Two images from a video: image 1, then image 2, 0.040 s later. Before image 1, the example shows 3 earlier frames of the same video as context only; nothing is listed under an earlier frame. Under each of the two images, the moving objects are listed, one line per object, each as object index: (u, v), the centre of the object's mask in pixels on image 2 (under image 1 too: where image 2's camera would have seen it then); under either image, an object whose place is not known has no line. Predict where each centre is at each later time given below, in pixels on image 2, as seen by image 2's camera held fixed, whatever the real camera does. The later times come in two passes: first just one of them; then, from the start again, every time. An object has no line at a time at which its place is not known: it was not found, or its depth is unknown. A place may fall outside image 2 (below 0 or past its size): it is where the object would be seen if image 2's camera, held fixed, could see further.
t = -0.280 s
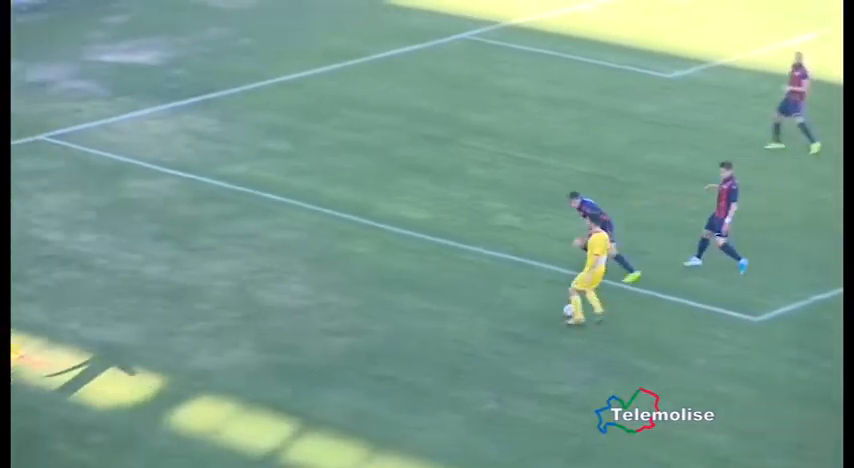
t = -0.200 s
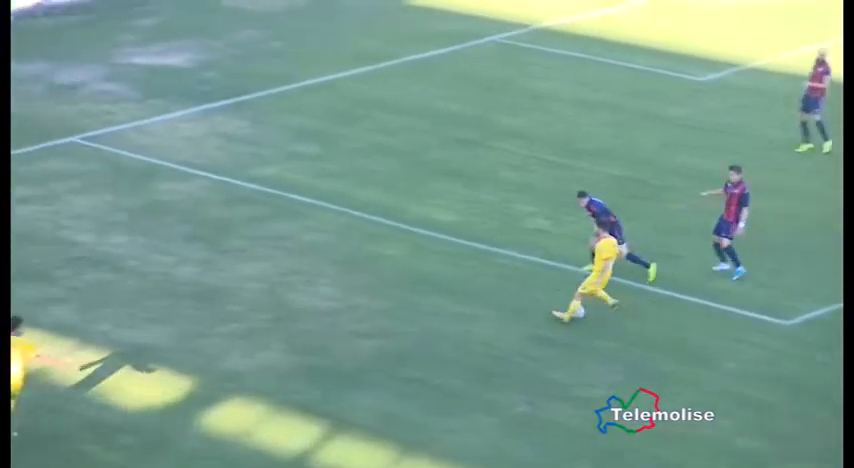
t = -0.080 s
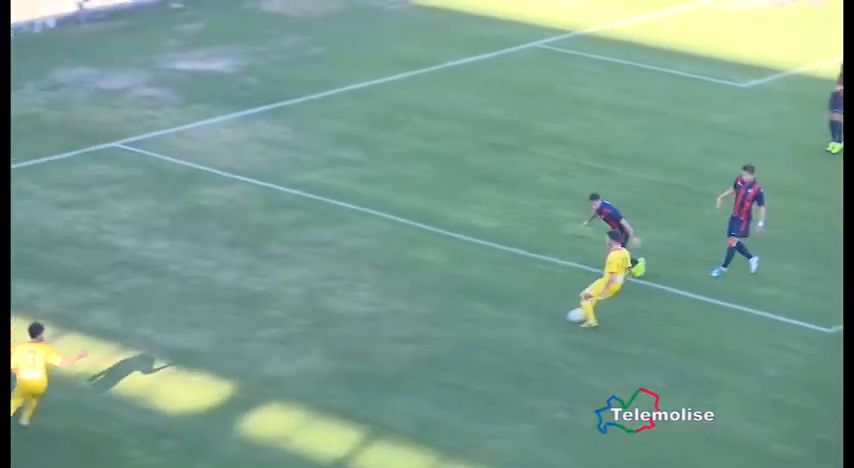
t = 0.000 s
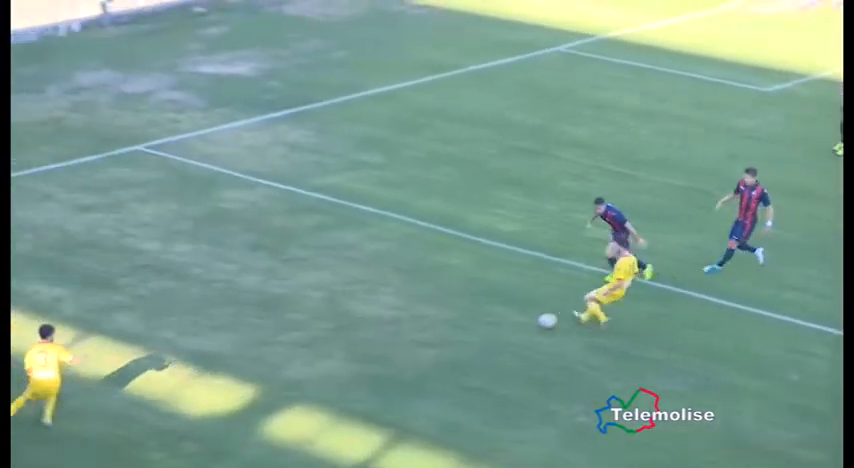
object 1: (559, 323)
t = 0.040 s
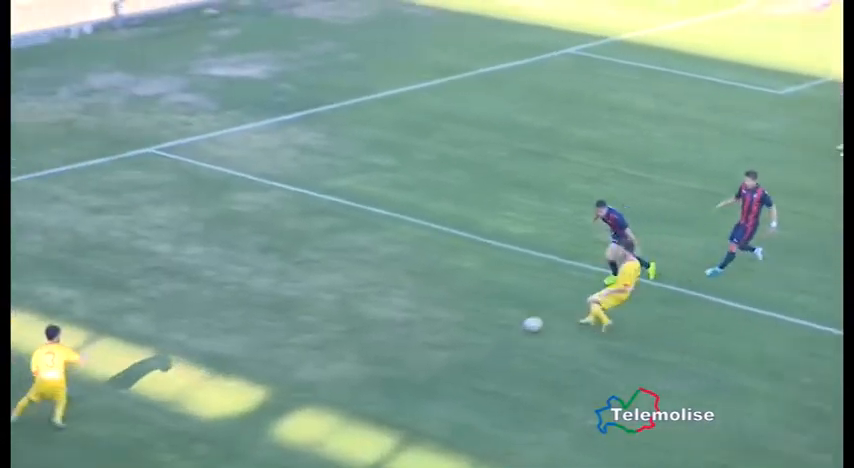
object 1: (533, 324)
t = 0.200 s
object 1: (438, 330)
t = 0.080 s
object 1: (507, 326)
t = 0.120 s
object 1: (482, 330)
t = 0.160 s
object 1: (458, 332)
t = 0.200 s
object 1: (438, 330)
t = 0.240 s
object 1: (417, 330)
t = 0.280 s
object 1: (397, 330)
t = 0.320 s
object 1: (375, 332)
